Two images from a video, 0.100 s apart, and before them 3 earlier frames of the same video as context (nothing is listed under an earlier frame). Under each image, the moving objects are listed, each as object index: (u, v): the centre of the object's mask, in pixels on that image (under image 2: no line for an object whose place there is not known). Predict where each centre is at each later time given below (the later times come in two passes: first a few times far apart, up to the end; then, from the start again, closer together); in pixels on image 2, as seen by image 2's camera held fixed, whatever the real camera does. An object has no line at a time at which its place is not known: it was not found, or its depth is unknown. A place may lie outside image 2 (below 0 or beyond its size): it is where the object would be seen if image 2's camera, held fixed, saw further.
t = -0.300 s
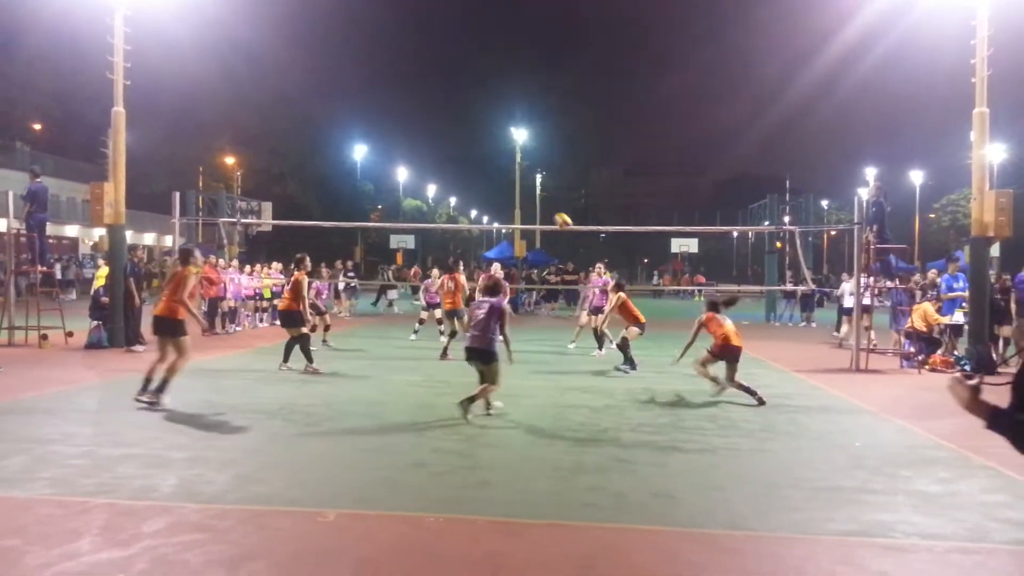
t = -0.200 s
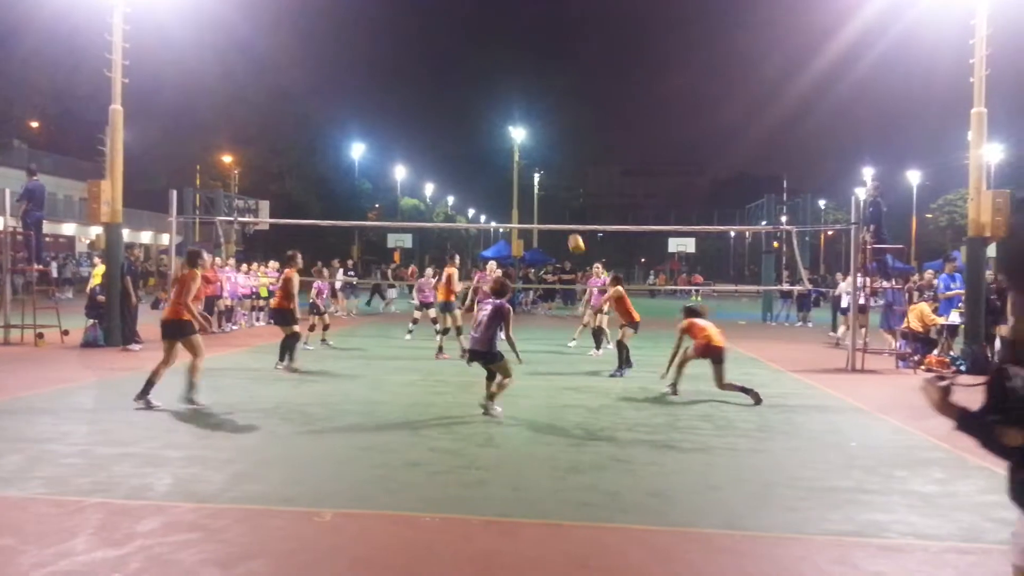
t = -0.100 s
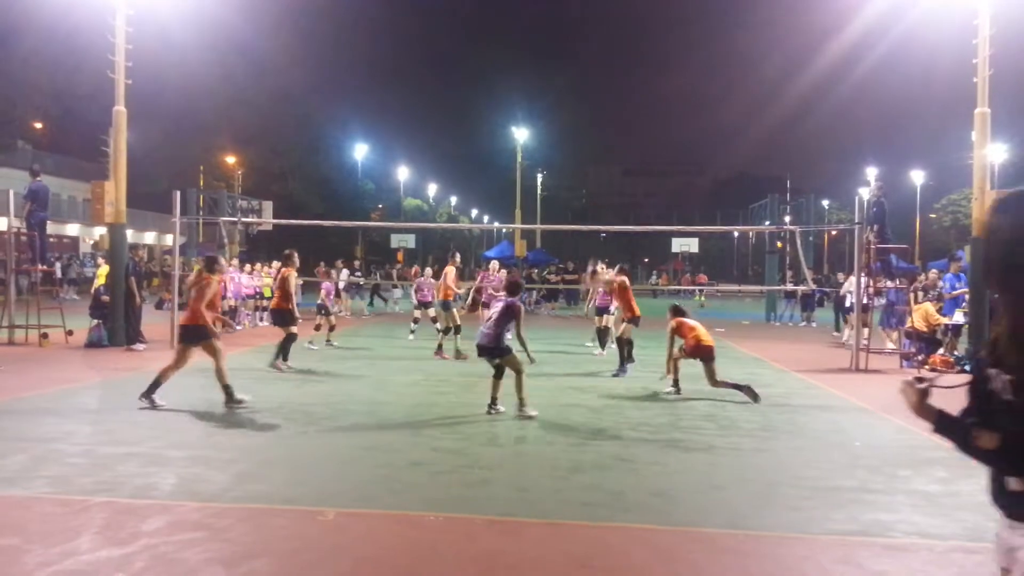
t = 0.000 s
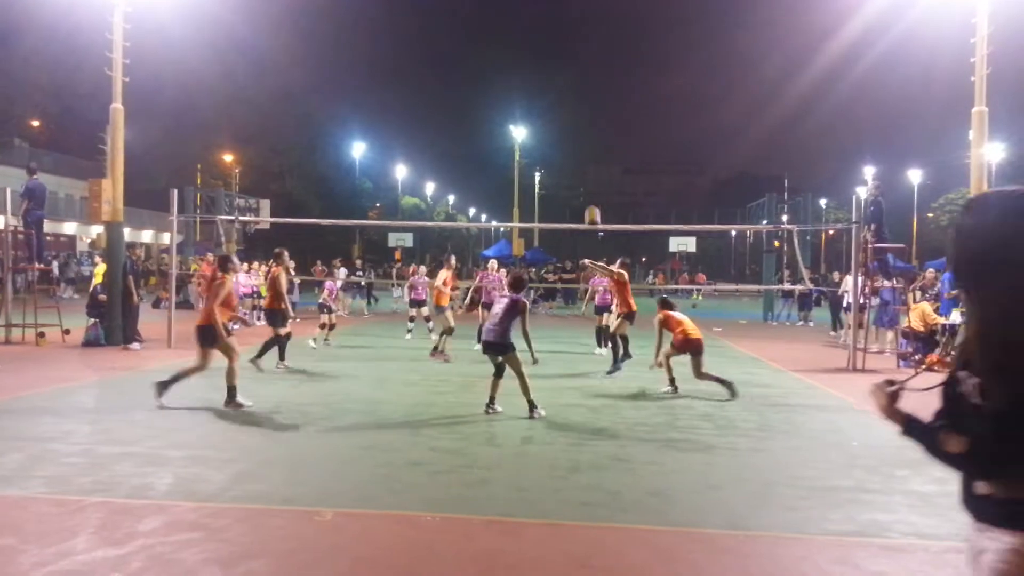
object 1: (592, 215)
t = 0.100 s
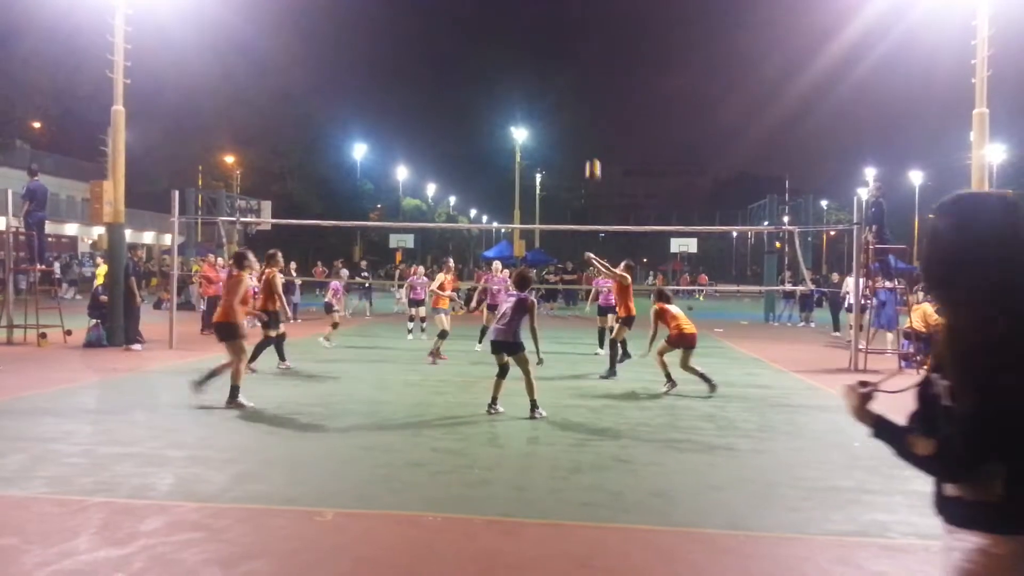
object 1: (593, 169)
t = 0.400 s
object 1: (588, 66)
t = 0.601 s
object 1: (584, 32)
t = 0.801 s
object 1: (580, 28)
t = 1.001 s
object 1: (575, 53)
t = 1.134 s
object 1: (570, 88)
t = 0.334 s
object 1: (590, 85)
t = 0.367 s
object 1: (589, 75)
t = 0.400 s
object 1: (588, 66)
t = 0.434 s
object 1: (588, 59)
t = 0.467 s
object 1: (587, 52)
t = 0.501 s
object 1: (587, 46)
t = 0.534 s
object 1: (586, 41)
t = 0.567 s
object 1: (585, 37)
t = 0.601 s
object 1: (584, 32)
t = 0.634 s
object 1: (583, 30)
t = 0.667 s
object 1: (583, 28)
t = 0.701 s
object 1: (582, 27)
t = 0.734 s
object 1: (582, 26)
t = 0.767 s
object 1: (581, 26)
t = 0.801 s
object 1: (580, 28)
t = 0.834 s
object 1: (579, 30)
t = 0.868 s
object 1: (578, 33)
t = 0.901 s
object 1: (577, 37)
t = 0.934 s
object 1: (577, 41)
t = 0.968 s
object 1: (576, 46)
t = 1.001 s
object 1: (575, 53)
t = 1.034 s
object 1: (574, 60)
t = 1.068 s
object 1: (573, 69)
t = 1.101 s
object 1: (572, 78)
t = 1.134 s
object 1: (570, 88)
